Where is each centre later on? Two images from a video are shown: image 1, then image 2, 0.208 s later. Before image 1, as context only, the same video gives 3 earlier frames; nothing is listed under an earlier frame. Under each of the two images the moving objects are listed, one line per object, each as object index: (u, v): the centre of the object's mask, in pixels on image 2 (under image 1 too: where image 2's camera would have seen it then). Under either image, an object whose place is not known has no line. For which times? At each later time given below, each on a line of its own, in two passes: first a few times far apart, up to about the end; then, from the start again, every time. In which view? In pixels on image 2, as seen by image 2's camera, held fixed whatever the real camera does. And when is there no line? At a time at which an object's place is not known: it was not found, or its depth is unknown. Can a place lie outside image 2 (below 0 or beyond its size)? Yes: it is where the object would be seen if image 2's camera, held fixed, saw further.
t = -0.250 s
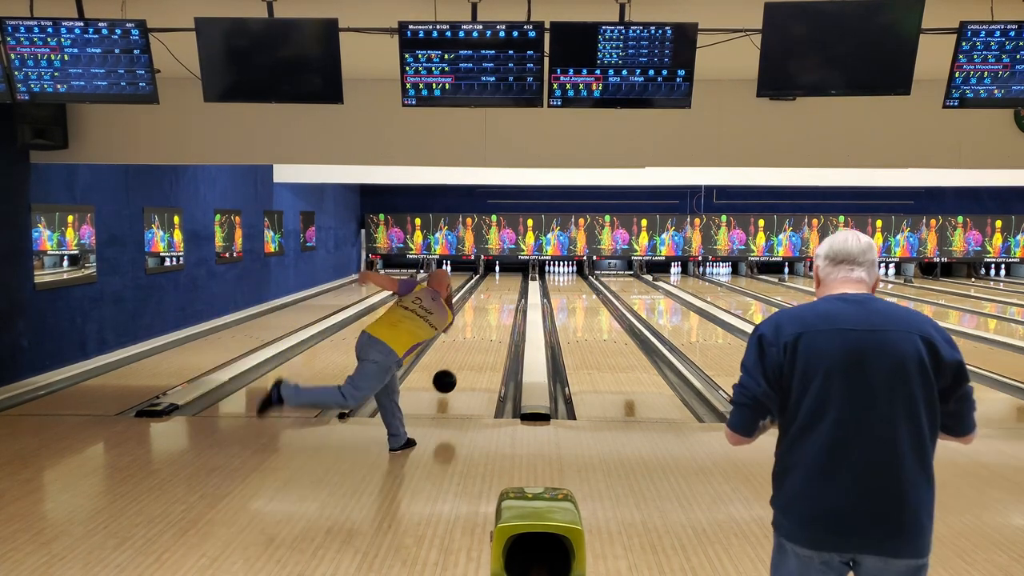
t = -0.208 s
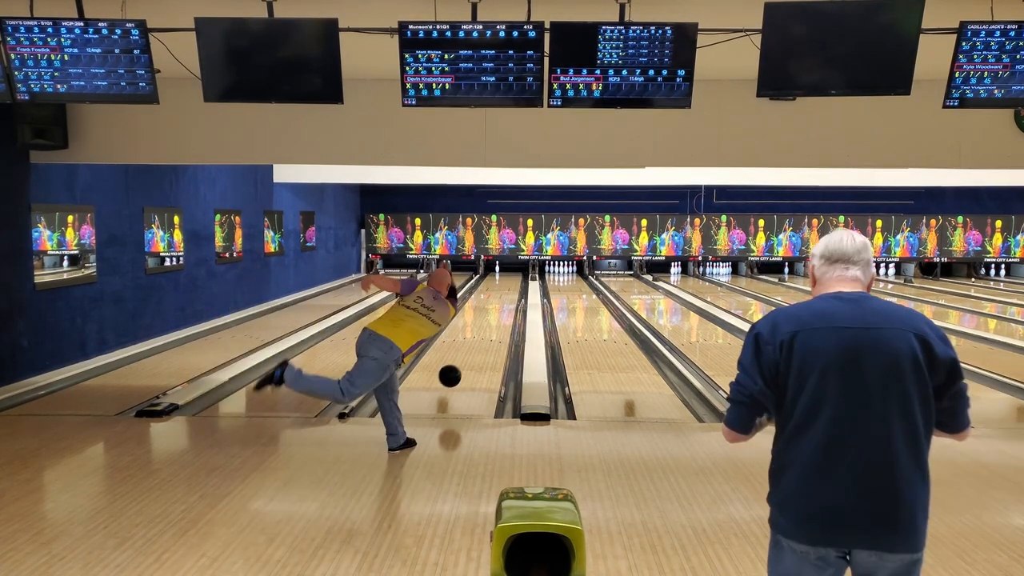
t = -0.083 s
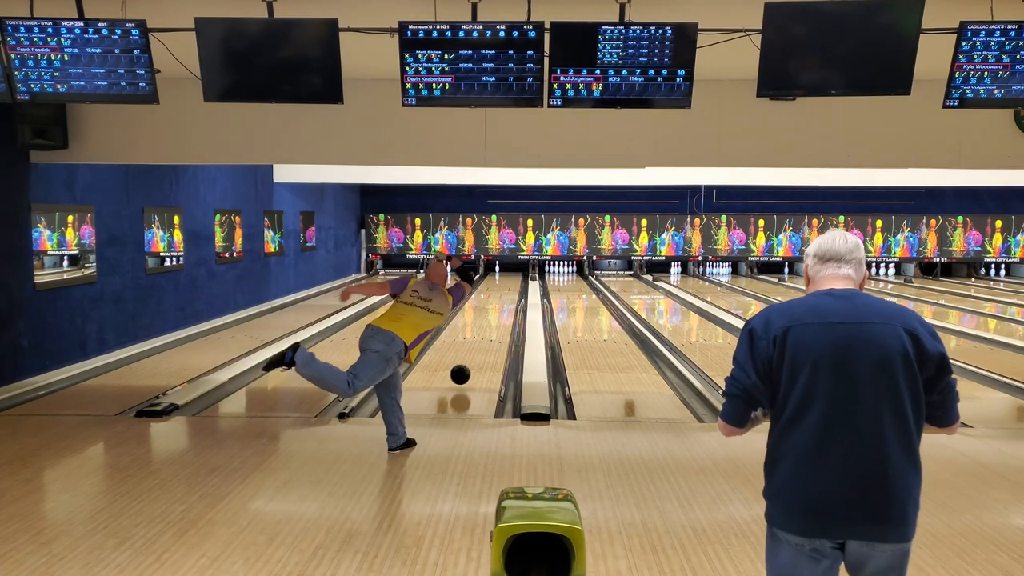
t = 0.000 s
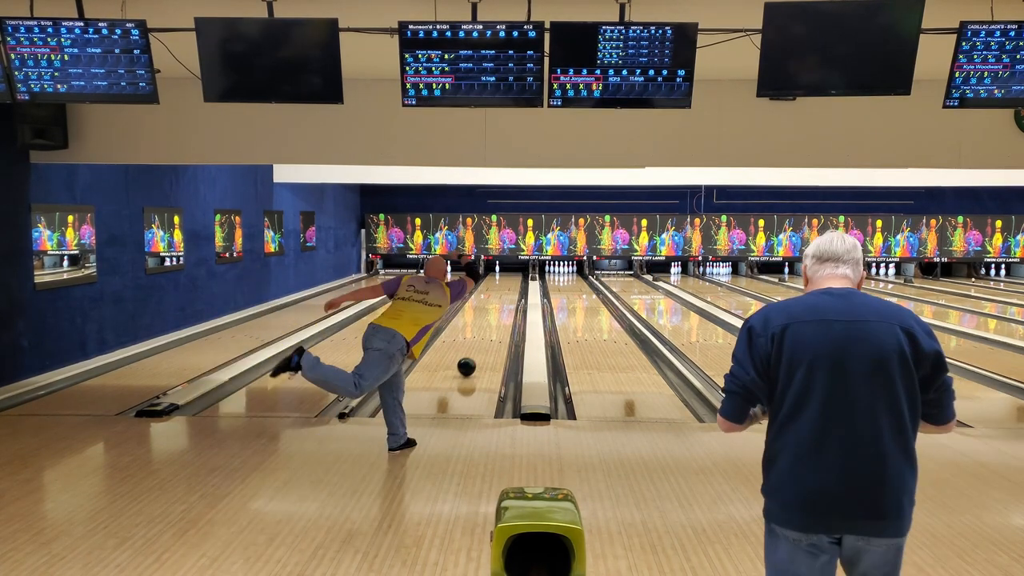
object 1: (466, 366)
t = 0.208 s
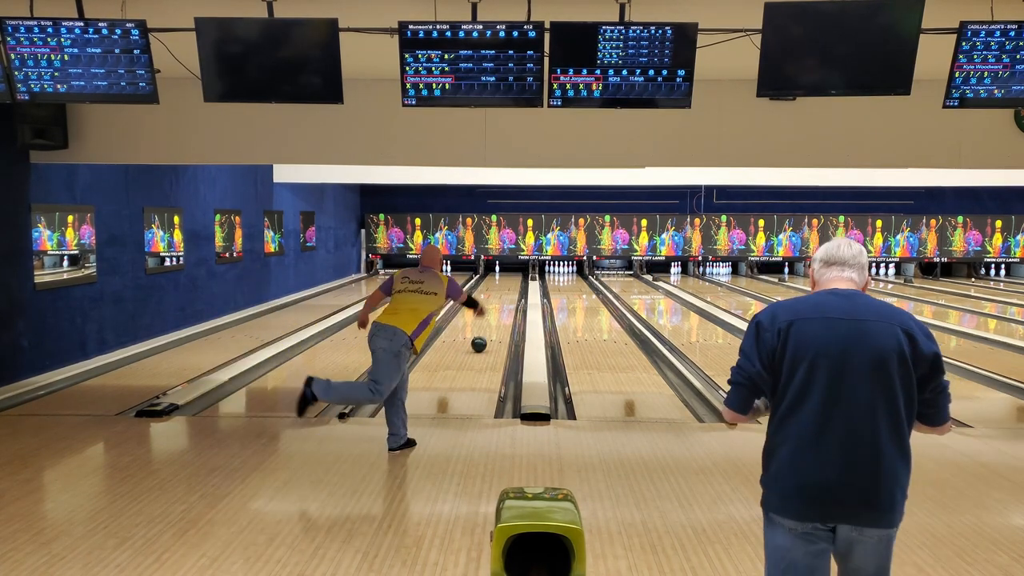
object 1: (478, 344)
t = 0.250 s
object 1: (480, 341)
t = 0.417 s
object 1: (487, 329)
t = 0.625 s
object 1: (493, 317)
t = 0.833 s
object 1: (498, 307)
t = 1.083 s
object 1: (502, 298)
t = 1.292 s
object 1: (505, 291)
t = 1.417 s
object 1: (506, 288)
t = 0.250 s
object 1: (480, 341)
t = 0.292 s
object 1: (482, 337)
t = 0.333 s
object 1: (484, 335)
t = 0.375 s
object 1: (485, 331)
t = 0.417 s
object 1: (487, 329)
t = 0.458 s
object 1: (489, 326)
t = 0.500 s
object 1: (489, 325)
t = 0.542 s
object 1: (491, 321)
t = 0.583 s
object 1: (492, 320)
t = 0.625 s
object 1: (493, 317)
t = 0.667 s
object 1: (494, 315)
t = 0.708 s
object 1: (495, 313)
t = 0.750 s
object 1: (496, 311)
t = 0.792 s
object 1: (497, 309)
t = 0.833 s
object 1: (498, 307)
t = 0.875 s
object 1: (499, 305)
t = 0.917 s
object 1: (499, 304)
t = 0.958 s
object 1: (500, 302)
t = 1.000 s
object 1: (501, 300)
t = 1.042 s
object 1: (502, 299)
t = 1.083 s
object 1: (502, 298)
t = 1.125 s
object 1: (503, 296)
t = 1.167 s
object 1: (503, 295)
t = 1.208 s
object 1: (504, 293)
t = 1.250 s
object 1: (504, 292)
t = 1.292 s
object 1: (505, 291)
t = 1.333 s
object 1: (505, 290)
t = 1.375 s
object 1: (506, 288)
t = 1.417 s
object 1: (506, 288)
